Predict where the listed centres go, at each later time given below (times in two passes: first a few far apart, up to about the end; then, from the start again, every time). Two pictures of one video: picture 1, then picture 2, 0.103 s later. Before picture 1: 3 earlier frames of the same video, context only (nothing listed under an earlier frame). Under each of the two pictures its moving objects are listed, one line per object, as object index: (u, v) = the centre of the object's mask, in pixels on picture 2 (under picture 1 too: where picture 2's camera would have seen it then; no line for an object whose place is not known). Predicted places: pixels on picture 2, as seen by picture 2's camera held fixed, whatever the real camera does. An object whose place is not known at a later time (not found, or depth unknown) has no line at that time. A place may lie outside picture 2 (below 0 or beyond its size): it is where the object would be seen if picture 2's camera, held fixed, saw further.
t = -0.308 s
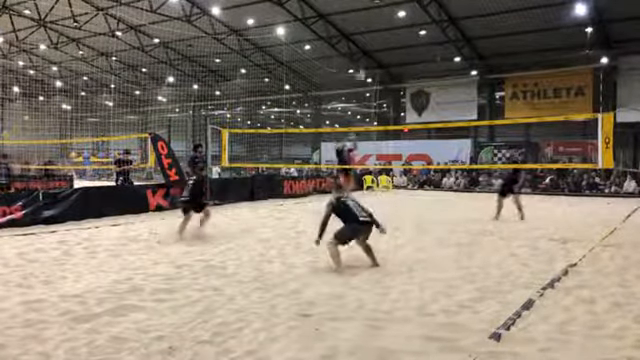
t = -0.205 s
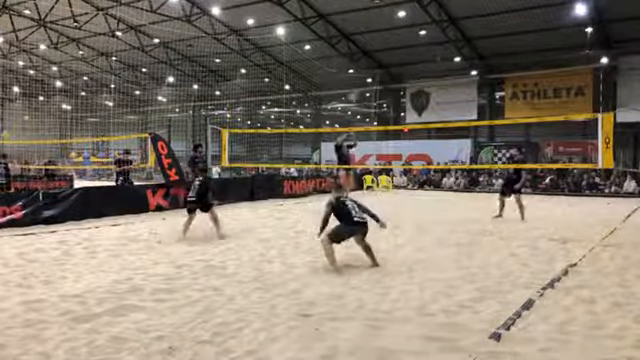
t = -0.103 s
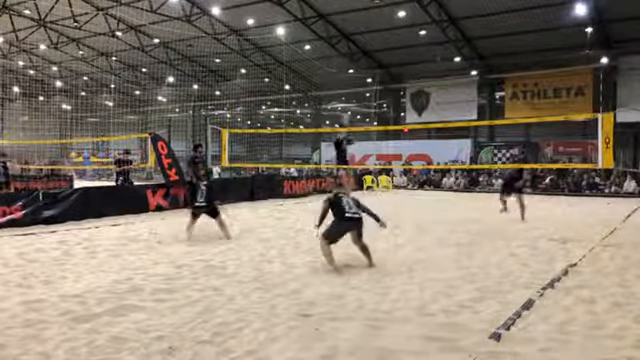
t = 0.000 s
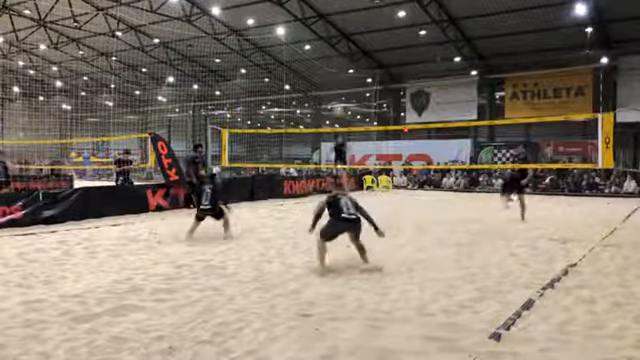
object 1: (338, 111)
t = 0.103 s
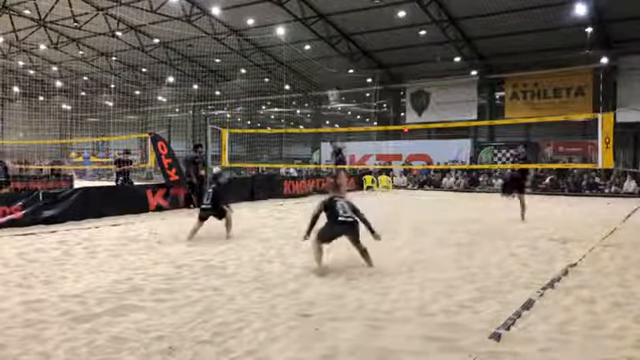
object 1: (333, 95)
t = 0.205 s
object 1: (326, 82)
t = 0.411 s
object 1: (309, 67)
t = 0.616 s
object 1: (288, 71)
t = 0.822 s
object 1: (259, 107)
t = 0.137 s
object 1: (329, 90)
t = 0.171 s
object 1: (328, 86)
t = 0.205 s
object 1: (326, 82)
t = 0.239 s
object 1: (324, 79)
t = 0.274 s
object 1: (321, 74)
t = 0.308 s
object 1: (318, 73)
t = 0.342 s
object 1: (315, 71)
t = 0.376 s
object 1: (312, 68)
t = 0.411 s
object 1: (309, 67)
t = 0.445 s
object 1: (306, 65)
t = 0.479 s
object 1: (303, 65)
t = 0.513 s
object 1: (299, 65)
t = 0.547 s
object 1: (296, 67)
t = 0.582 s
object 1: (292, 68)
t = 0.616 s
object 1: (288, 71)
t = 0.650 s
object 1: (283, 73)
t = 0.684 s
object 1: (278, 80)
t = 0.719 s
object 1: (274, 83)
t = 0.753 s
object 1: (269, 90)
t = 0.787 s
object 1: (264, 96)
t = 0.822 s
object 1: (259, 107)
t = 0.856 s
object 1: (255, 116)
